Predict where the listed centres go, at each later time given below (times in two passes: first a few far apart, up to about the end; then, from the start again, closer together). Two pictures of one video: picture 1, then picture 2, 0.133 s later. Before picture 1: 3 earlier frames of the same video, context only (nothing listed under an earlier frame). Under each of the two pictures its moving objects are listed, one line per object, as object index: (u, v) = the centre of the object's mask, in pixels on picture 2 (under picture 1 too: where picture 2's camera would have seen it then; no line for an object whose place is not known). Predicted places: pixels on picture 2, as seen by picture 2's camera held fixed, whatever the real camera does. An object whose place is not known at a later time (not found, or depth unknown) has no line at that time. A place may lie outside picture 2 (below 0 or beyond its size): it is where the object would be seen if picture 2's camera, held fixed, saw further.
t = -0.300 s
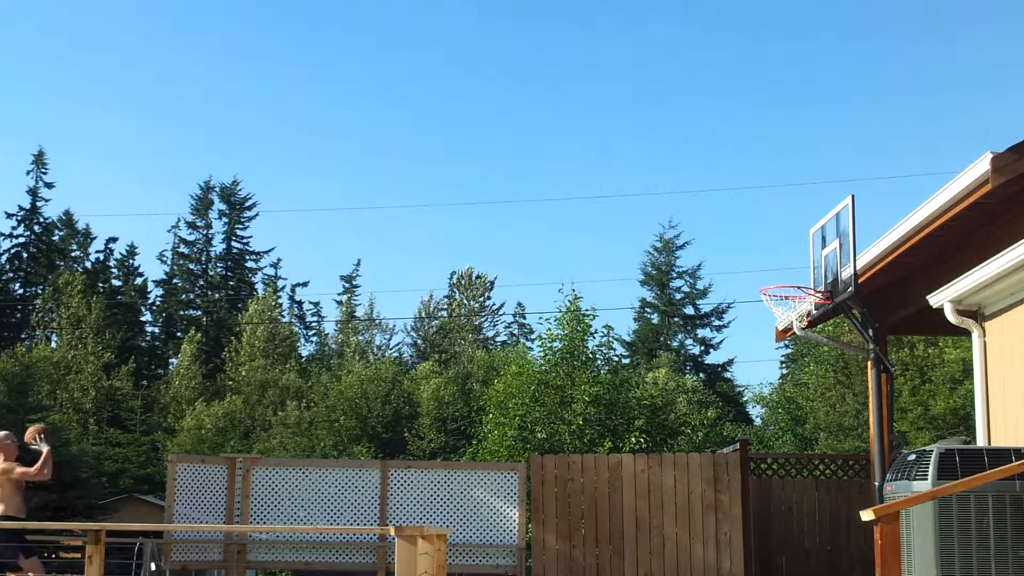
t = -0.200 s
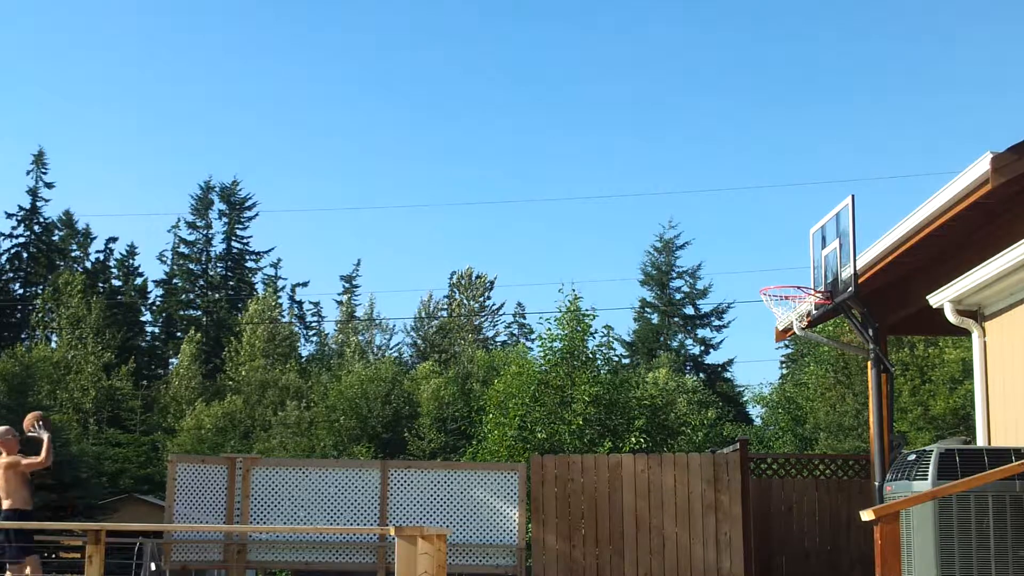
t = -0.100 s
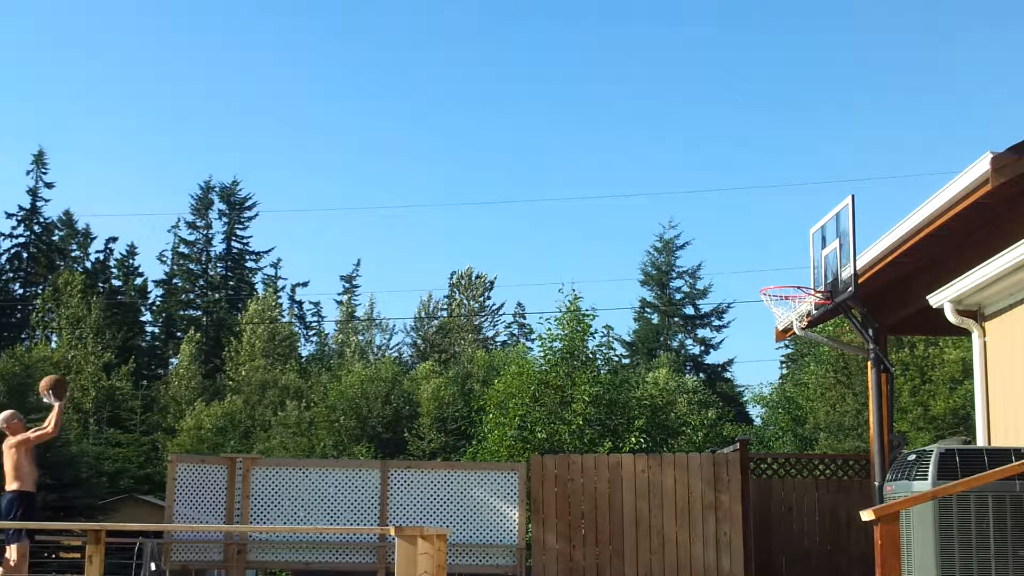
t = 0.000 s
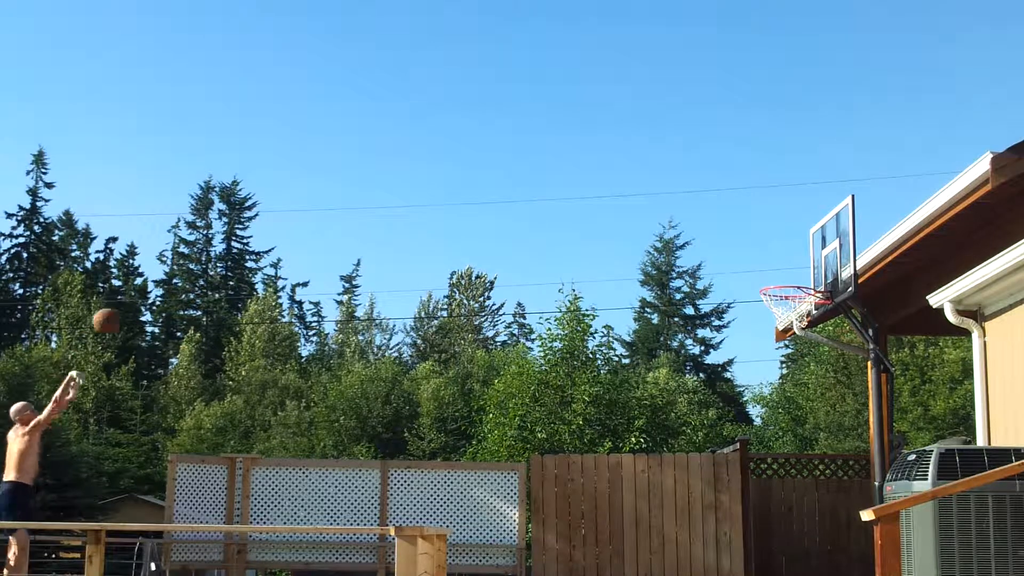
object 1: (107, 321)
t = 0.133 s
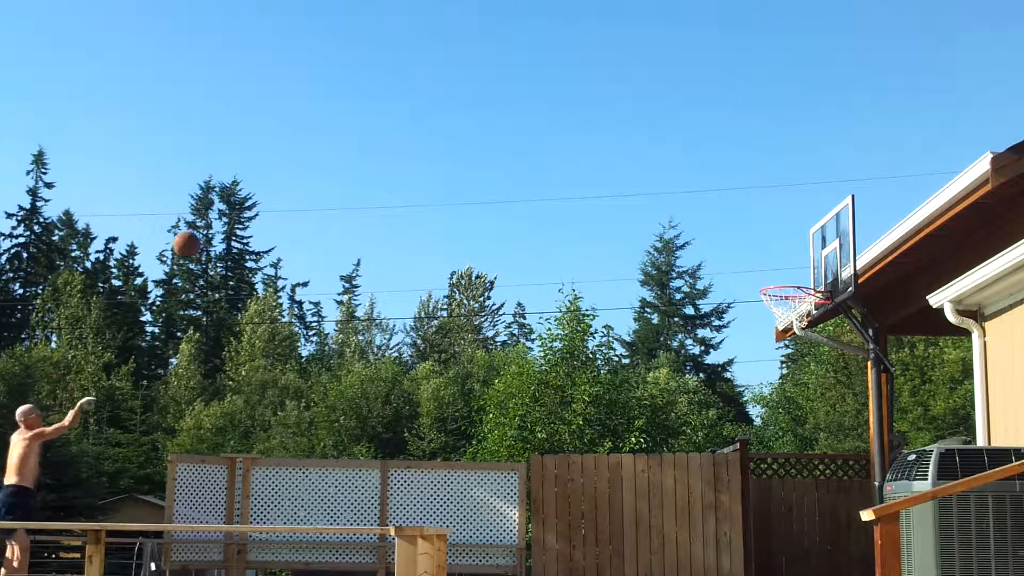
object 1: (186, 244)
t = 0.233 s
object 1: (245, 197)
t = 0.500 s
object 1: (395, 127)
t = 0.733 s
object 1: (525, 125)
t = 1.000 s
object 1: (673, 194)
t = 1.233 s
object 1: (802, 315)
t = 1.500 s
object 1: (835, 344)
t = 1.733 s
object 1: (864, 436)
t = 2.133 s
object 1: (872, 566)
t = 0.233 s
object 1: (245, 197)
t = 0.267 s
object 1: (264, 185)
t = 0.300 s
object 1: (284, 173)
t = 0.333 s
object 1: (302, 163)
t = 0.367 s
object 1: (321, 153)
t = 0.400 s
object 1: (340, 145)
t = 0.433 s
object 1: (358, 138)
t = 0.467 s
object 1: (377, 132)
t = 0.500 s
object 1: (395, 127)
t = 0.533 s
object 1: (414, 123)
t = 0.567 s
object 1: (433, 120)
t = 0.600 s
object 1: (451, 119)
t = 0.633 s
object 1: (470, 119)
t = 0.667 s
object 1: (488, 120)
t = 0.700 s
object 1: (506, 122)
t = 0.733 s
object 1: (525, 125)
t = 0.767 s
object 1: (543, 129)
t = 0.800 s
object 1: (561, 135)
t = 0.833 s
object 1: (579, 141)
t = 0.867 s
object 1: (598, 149)
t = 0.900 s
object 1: (617, 158)
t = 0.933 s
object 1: (635, 169)
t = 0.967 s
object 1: (654, 181)
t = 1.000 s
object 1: (673, 194)
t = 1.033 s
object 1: (691, 208)
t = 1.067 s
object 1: (710, 223)
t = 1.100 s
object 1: (729, 240)
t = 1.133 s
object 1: (748, 258)
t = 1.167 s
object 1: (766, 276)
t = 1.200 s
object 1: (786, 297)
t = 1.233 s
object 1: (802, 315)
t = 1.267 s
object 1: (810, 321)
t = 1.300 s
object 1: (813, 320)
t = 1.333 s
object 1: (816, 321)
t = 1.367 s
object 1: (820, 322)
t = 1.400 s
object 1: (823, 326)
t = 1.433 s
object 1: (828, 330)
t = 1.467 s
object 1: (832, 337)
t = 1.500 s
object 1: (835, 344)
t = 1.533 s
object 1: (839, 353)
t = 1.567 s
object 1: (843, 363)
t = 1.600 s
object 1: (847, 375)
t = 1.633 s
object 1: (850, 388)
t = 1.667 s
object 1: (854, 403)
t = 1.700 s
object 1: (859, 419)
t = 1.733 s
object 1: (864, 436)
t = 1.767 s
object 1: (867, 455)
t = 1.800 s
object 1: (870, 476)
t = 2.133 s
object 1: (872, 566)
